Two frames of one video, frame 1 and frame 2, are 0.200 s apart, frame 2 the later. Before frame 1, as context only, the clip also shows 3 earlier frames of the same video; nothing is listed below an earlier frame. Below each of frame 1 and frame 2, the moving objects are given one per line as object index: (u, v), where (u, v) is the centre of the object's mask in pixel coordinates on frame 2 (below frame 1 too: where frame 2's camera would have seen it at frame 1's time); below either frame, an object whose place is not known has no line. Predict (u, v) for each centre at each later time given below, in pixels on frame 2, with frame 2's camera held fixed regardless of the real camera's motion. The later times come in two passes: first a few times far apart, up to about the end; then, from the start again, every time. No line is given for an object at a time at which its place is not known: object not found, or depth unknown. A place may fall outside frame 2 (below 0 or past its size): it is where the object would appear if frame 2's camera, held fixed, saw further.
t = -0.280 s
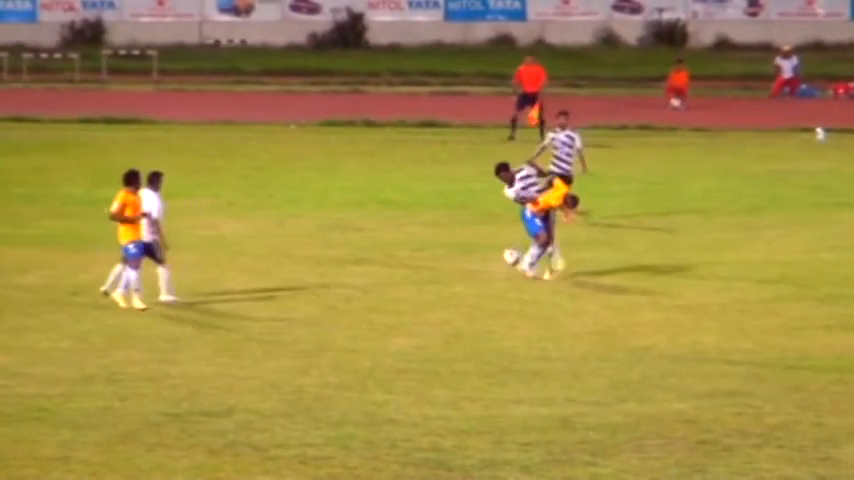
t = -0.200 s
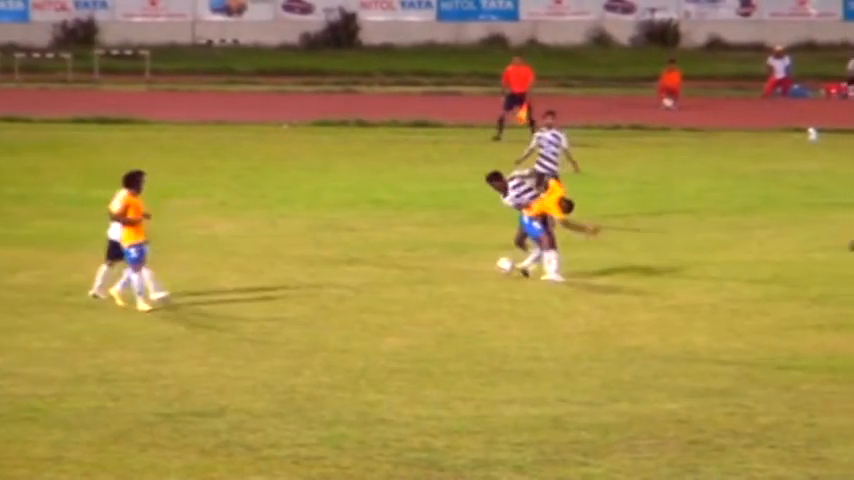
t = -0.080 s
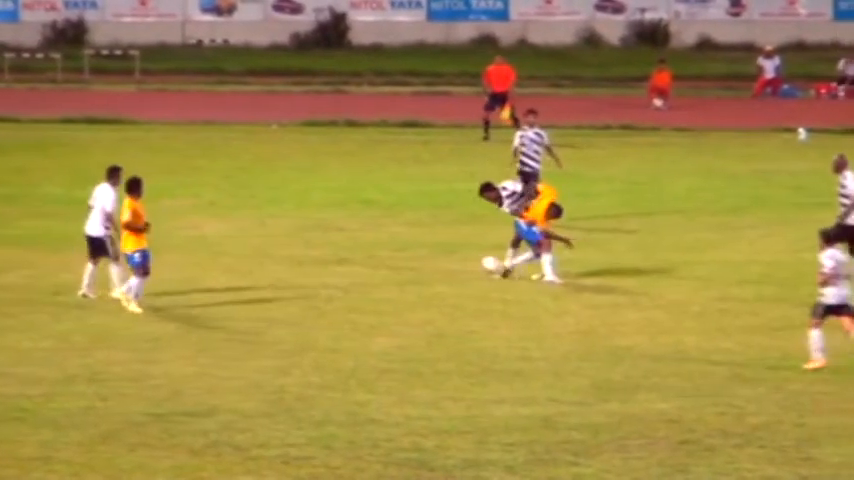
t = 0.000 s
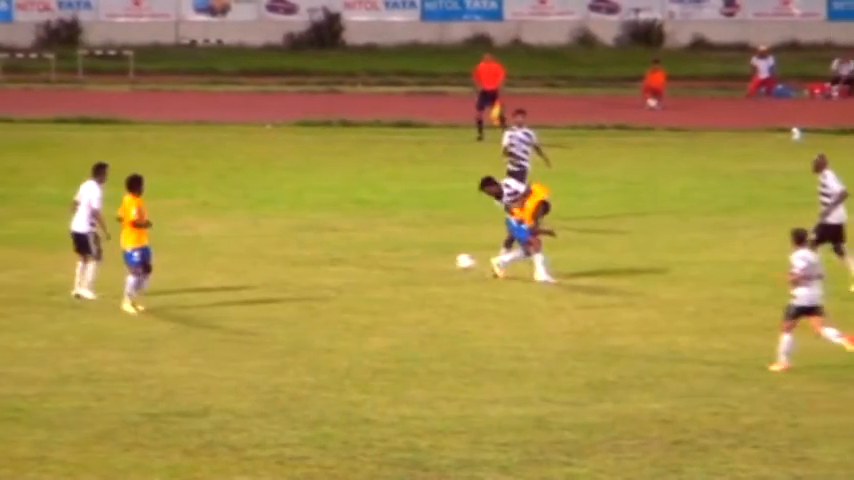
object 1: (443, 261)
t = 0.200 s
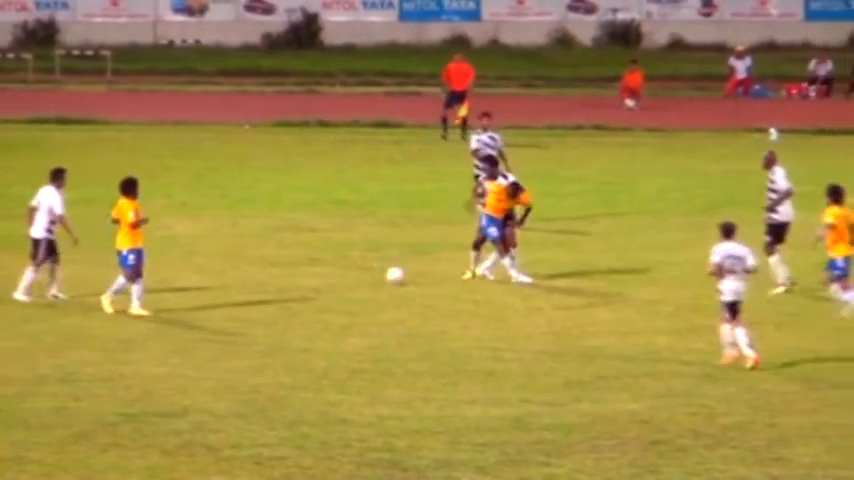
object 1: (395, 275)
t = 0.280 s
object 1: (382, 270)
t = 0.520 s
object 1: (347, 275)
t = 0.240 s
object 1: (389, 273)
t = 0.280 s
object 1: (382, 270)
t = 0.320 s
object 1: (375, 271)
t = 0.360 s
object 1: (369, 272)
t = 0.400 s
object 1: (363, 273)
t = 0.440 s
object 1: (357, 277)
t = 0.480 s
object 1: (351, 276)
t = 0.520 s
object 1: (347, 275)
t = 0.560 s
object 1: (342, 275)
